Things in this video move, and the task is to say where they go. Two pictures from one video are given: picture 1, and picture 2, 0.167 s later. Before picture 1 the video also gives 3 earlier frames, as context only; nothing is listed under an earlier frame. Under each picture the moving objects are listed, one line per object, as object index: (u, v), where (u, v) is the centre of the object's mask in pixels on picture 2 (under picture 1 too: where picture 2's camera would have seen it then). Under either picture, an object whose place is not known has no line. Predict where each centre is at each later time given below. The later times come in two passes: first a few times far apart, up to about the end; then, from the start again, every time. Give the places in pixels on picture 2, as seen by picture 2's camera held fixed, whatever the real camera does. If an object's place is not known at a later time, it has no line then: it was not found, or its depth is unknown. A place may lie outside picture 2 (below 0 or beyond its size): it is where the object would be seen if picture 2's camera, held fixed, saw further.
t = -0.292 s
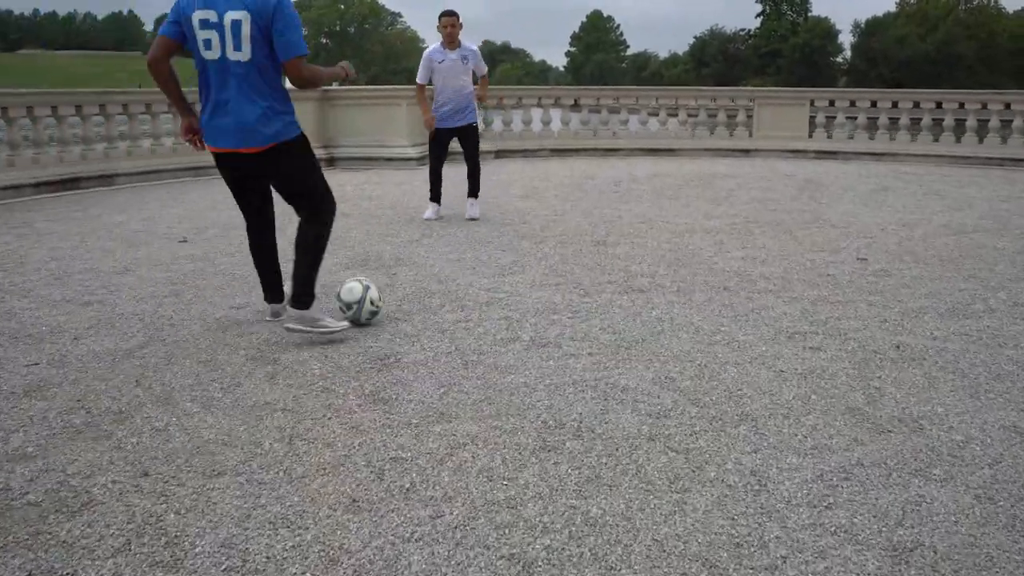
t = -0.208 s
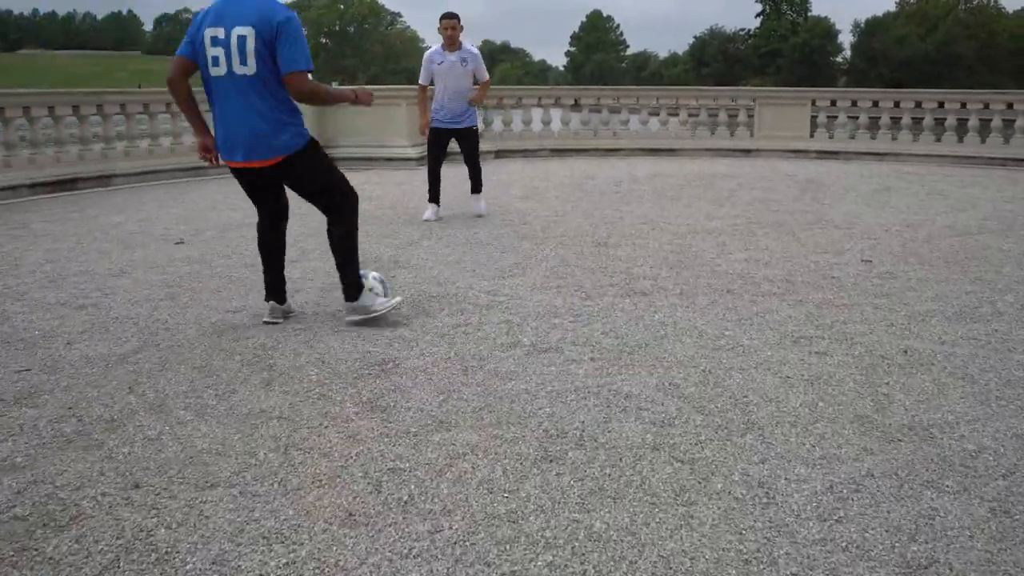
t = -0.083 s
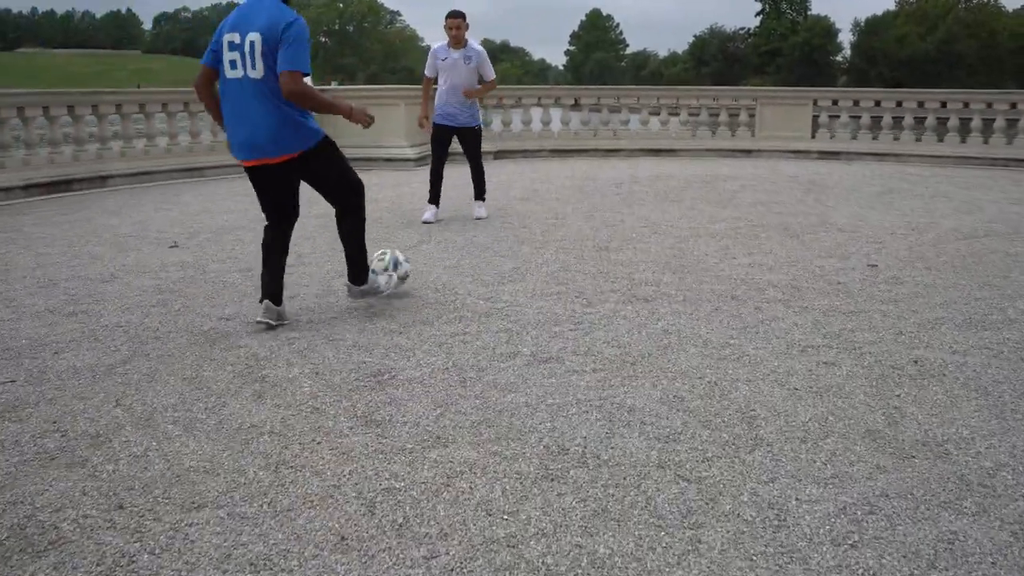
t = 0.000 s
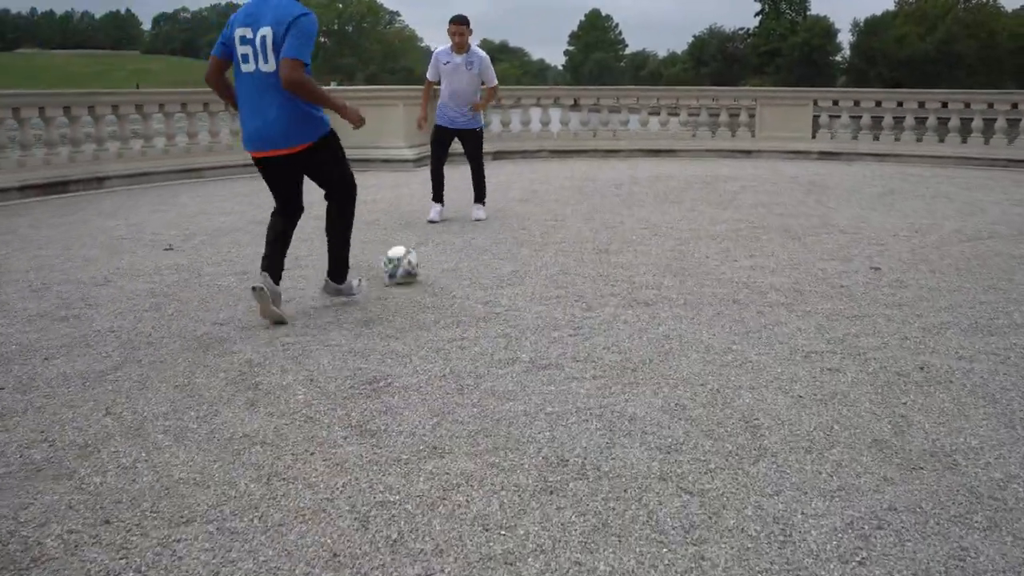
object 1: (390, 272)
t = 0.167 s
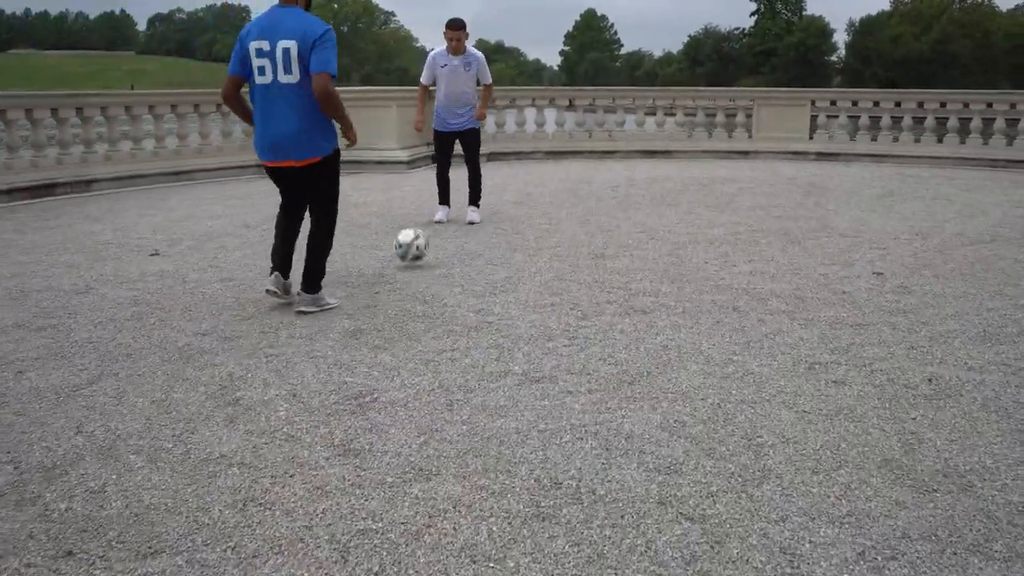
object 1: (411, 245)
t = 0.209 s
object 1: (415, 246)
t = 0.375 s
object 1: (431, 227)
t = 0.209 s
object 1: (415, 246)
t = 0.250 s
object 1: (419, 239)
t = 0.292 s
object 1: (424, 231)
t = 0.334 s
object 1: (428, 229)
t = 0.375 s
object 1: (431, 227)
